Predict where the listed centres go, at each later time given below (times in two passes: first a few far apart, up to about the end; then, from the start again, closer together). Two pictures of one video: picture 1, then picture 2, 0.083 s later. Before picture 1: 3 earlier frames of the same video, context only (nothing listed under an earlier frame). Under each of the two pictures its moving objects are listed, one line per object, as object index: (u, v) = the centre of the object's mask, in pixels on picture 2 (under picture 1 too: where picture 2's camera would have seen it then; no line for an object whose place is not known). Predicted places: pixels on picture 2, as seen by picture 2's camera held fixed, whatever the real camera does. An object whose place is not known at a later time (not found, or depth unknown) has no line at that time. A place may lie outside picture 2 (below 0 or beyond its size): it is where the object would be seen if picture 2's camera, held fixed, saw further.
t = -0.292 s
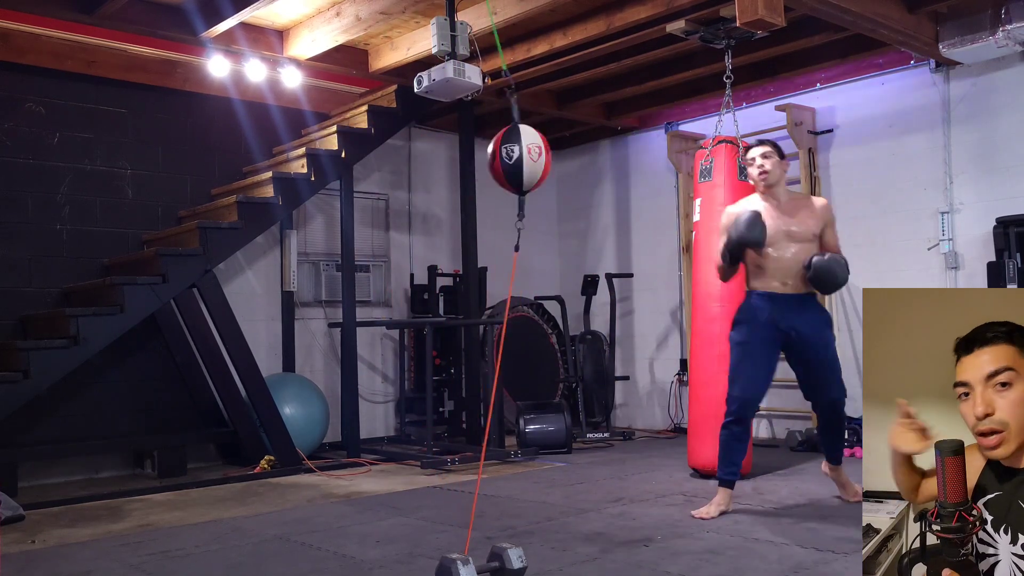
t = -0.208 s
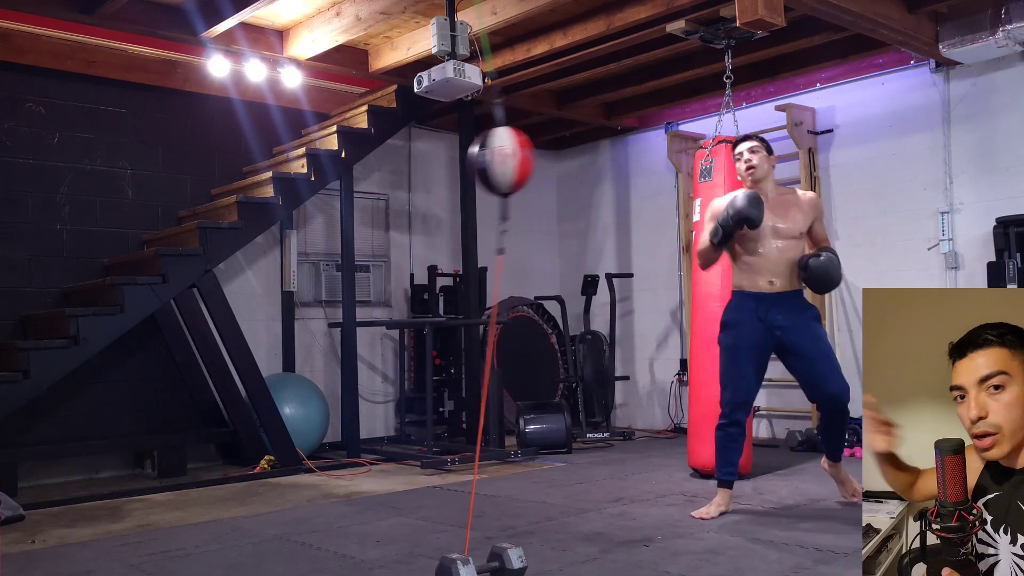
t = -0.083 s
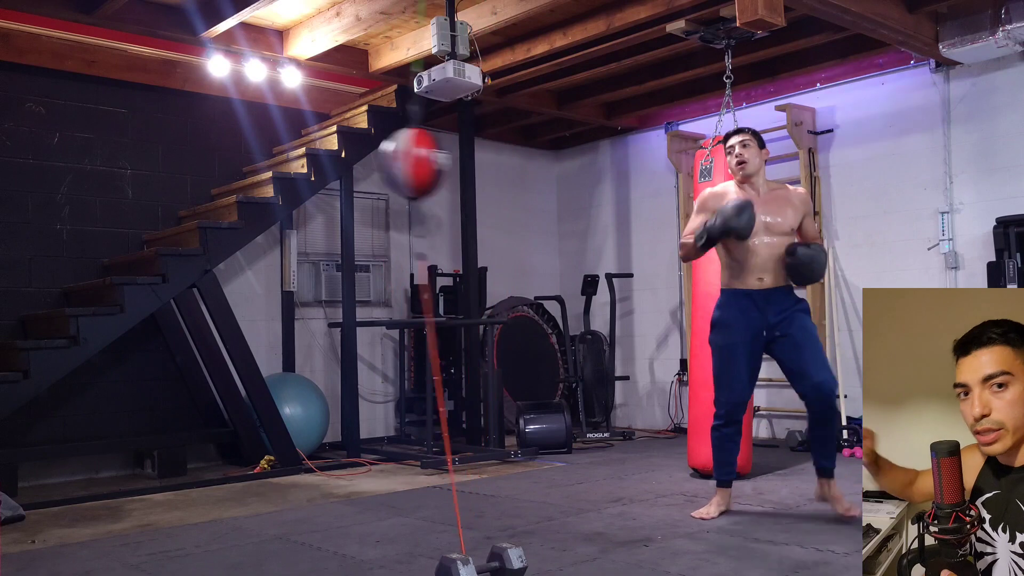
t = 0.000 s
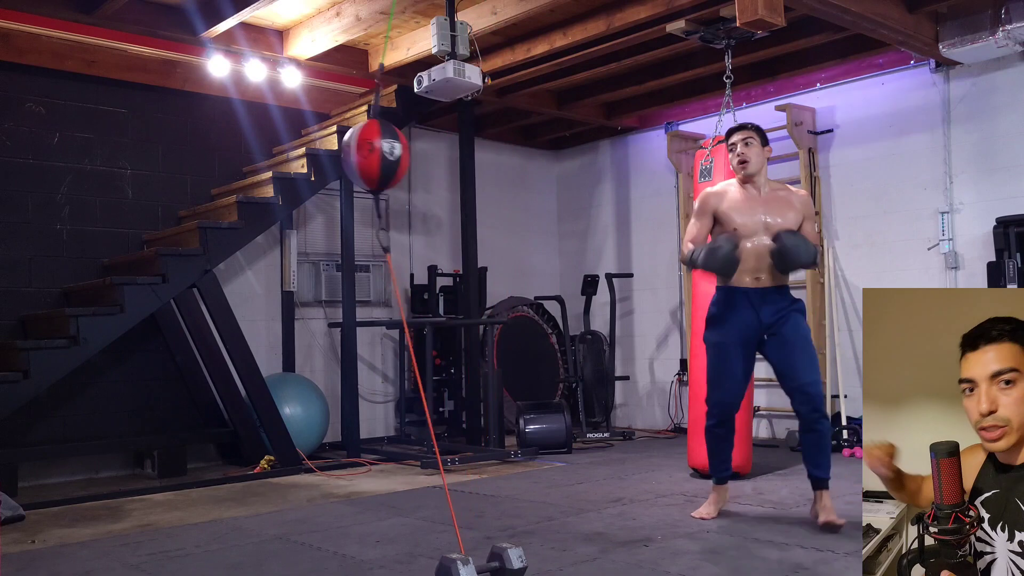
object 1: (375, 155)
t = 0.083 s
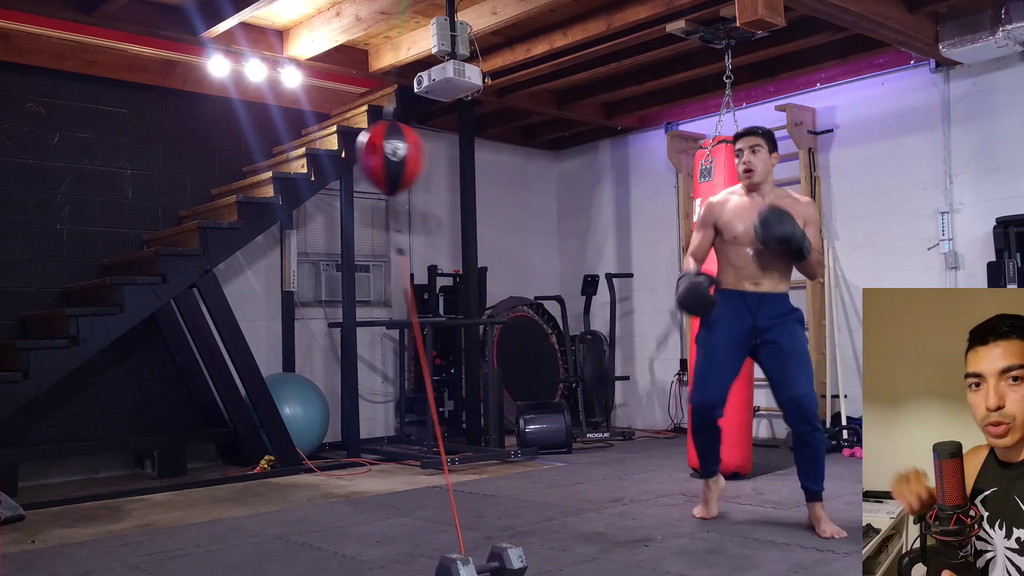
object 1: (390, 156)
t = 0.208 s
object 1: (475, 162)
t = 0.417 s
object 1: (477, 163)
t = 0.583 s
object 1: (383, 157)
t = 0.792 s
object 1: (469, 162)
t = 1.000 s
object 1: (478, 164)
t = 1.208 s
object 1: (386, 157)
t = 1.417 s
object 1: (485, 162)
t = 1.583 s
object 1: (479, 163)
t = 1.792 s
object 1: (390, 158)
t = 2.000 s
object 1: (478, 162)
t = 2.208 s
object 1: (460, 165)
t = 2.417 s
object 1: (398, 159)
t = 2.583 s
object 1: (472, 162)
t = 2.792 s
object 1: (466, 164)
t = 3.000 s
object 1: (402, 160)
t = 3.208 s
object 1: (481, 162)
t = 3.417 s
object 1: (450, 165)
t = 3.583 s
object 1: (404, 161)
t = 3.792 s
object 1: (474, 162)
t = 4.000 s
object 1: (453, 164)
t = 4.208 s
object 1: (411, 161)
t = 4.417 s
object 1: (480, 162)
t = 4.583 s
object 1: (459, 164)
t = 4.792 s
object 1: (412, 161)
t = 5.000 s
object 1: (475, 162)
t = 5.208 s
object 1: (448, 164)
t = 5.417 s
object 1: (420, 161)
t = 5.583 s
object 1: (470, 162)
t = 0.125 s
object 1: (416, 160)
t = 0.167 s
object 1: (447, 162)
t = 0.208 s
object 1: (475, 162)
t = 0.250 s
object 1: (498, 161)
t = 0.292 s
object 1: (511, 160)
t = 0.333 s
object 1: (511, 159)
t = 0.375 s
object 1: (499, 160)
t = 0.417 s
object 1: (477, 163)
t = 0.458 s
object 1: (449, 164)
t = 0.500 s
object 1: (420, 163)
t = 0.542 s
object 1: (397, 160)
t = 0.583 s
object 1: (383, 157)
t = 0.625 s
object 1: (382, 156)
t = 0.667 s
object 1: (393, 157)
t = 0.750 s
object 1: (442, 162)
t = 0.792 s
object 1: (469, 162)
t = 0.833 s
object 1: (492, 161)
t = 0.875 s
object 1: (505, 160)
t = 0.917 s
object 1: (507, 160)
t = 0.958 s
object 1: (497, 161)
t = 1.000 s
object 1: (478, 164)
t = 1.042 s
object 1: (453, 164)
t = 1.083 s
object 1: (427, 163)
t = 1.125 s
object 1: (404, 161)
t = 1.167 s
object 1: (389, 158)
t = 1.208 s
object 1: (386, 157)
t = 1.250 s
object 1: (394, 158)
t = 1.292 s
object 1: (413, 159)
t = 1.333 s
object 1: (439, 162)
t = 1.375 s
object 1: (463, 162)
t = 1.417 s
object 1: (485, 162)
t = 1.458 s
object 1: (498, 161)
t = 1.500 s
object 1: (502, 161)
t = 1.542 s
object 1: (495, 162)
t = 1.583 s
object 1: (479, 163)
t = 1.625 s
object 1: (457, 165)
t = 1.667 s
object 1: (434, 164)
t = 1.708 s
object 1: (411, 162)
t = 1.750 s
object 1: (395, 160)
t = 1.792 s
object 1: (390, 158)
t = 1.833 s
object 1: (396, 158)
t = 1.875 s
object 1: (412, 159)
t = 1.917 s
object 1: (434, 161)
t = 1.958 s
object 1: (458, 162)
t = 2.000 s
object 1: (478, 162)
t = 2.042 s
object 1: (493, 162)
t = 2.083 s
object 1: (498, 161)
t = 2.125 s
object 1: (494, 162)
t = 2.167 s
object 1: (481, 163)
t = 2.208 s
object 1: (460, 165)
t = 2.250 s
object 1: (439, 164)
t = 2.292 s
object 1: (417, 163)
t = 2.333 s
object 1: (403, 161)
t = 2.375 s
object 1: (396, 160)
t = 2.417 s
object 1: (398, 159)
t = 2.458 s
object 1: (410, 160)
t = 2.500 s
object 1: (430, 161)
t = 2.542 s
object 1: (452, 162)
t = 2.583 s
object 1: (472, 162)
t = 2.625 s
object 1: (487, 162)
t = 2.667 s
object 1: (494, 162)
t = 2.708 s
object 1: (492, 162)
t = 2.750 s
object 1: (482, 163)
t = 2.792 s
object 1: (466, 164)
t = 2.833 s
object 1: (446, 165)
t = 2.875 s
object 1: (426, 164)
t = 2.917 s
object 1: (410, 162)
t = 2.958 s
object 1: (401, 161)
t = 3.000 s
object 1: (402, 160)
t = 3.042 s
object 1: (411, 160)
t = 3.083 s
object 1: (427, 161)
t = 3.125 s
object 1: (447, 162)
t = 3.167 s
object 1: (466, 162)
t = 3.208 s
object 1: (481, 162)
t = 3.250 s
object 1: (489, 162)
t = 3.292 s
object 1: (490, 163)
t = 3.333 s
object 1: (482, 163)
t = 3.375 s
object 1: (468, 164)
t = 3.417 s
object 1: (450, 165)
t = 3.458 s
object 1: (432, 164)
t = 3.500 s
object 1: (415, 163)
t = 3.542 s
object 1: (406, 161)
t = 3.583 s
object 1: (404, 161)
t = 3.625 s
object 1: (410, 161)
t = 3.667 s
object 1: (423, 161)
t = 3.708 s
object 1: (441, 161)
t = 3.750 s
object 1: (459, 162)
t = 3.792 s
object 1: (474, 162)
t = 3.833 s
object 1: (485, 162)
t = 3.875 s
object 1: (487, 162)
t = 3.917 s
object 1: (482, 163)
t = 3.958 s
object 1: (470, 164)
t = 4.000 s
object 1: (453, 164)
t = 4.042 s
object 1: (438, 164)
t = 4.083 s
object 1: (421, 164)
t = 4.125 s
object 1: (411, 162)
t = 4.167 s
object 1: (407, 161)
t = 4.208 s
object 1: (411, 161)
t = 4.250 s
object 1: (421, 161)
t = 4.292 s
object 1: (438, 161)
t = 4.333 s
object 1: (454, 162)
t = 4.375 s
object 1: (469, 161)
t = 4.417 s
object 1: (480, 162)
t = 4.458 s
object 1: (484, 162)
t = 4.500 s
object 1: (482, 162)
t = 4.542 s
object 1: (473, 163)
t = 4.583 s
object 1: (459, 164)
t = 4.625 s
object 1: (443, 165)
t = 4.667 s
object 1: (428, 163)
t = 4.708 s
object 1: (416, 162)
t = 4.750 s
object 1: (410, 161)
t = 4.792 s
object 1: (412, 161)
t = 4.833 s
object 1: (420, 161)
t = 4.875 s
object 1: (434, 161)
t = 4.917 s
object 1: (449, 162)
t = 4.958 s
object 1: (464, 161)
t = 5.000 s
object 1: (475, 162)
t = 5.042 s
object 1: (481, 162)
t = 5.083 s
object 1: (481, 162)
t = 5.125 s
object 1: (474, 163)
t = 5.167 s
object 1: (462, 164)
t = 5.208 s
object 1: (448, 164)
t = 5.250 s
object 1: (434, 164)
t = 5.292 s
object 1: (421, 163)
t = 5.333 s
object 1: (414, 162)
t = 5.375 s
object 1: (414, 161)
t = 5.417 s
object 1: (420, 161)
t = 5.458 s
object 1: (431, 161)
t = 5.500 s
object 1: (445, 162)
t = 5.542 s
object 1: (458, 162)
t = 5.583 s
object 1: (470, 162)
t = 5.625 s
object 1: (478, 162)
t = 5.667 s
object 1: (479, 163)
